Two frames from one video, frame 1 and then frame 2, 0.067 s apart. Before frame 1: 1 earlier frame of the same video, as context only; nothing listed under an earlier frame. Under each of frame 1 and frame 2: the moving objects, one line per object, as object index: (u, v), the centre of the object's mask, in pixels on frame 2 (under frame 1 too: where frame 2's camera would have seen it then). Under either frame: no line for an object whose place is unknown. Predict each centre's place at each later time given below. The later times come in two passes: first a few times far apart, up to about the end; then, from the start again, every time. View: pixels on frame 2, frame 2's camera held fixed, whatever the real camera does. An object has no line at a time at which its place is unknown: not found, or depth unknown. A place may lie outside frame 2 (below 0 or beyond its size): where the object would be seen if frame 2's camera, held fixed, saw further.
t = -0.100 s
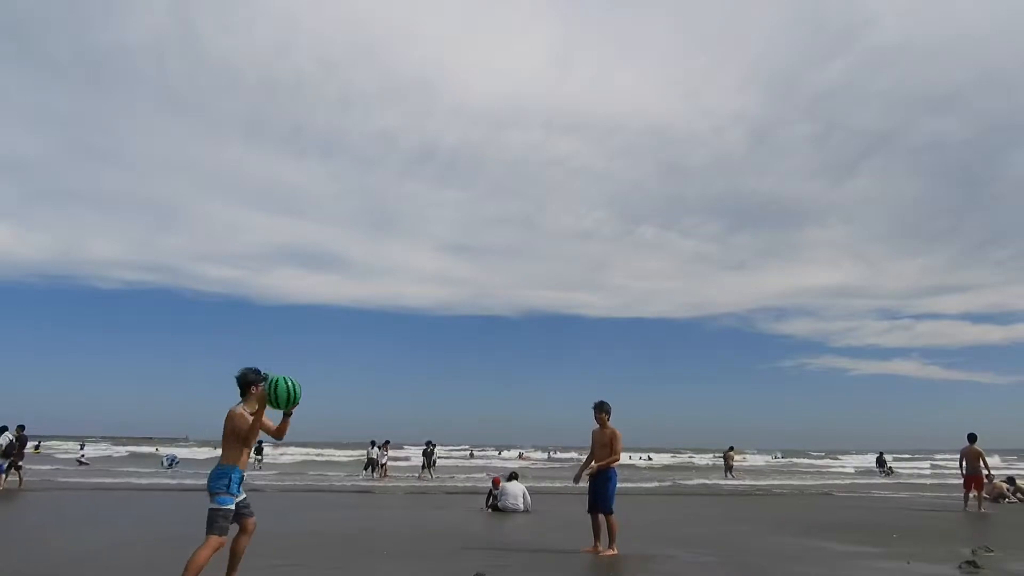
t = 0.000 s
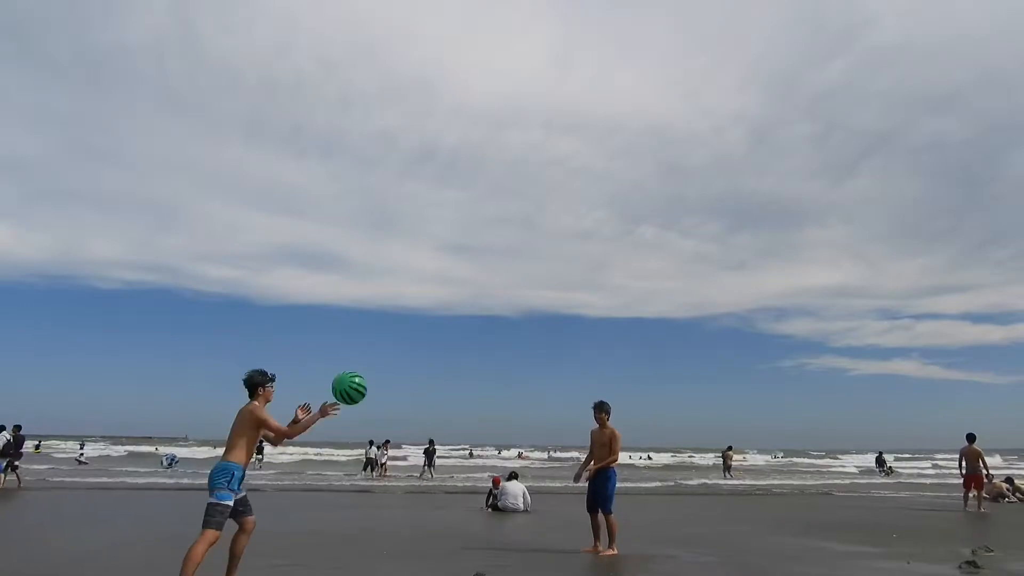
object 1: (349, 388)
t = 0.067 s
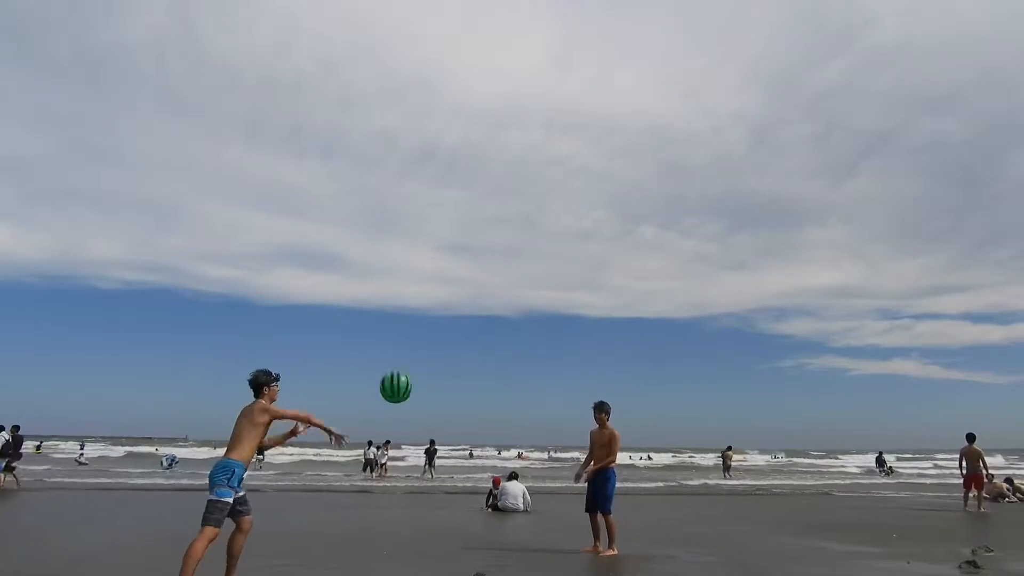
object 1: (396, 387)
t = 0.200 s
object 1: (420, 361)
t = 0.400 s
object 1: (378, 296)
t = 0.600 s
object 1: (295, 247)
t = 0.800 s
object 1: (187, 211)
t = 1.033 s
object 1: (19, 174)
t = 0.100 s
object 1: (407, 384)
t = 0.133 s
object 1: (414, 379)
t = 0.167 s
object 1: (419, 370)
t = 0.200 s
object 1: (420, 361)
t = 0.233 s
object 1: (418, 350)
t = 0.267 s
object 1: (414, 338)
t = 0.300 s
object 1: (407, 327)
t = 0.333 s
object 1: (399, 316)
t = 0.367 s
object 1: (389, 306)
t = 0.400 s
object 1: (378, 296)
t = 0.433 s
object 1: (366, 286)
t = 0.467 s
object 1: (353, 278)
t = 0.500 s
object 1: (341, 269)
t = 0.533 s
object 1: (326, 262)
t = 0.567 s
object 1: (311, 254)
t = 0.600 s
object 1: (295, 247)
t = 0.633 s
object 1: (279, 241)
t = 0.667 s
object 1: (261, 235)
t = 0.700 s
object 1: (242, 229)
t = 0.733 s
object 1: (225, 223)
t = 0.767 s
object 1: (206, 217)
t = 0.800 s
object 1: (187, 211)
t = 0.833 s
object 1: (167, 205)
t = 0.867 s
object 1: (145, 199)
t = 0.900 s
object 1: (123, 194)
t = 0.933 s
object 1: (99, 189)
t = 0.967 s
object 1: (74, 184)
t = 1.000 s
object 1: (46, 178)
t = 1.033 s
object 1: (19, 174)
